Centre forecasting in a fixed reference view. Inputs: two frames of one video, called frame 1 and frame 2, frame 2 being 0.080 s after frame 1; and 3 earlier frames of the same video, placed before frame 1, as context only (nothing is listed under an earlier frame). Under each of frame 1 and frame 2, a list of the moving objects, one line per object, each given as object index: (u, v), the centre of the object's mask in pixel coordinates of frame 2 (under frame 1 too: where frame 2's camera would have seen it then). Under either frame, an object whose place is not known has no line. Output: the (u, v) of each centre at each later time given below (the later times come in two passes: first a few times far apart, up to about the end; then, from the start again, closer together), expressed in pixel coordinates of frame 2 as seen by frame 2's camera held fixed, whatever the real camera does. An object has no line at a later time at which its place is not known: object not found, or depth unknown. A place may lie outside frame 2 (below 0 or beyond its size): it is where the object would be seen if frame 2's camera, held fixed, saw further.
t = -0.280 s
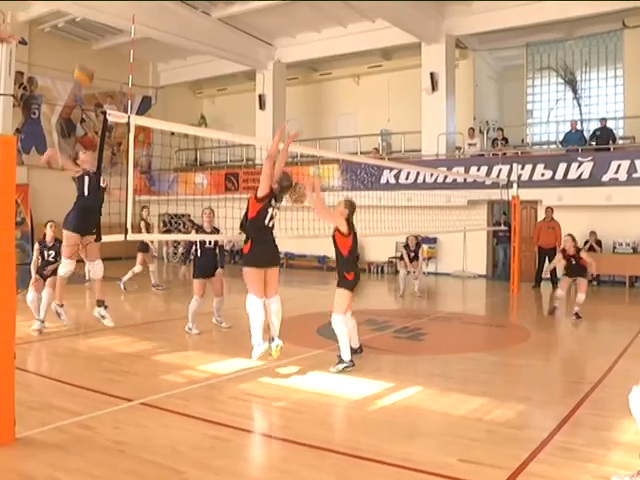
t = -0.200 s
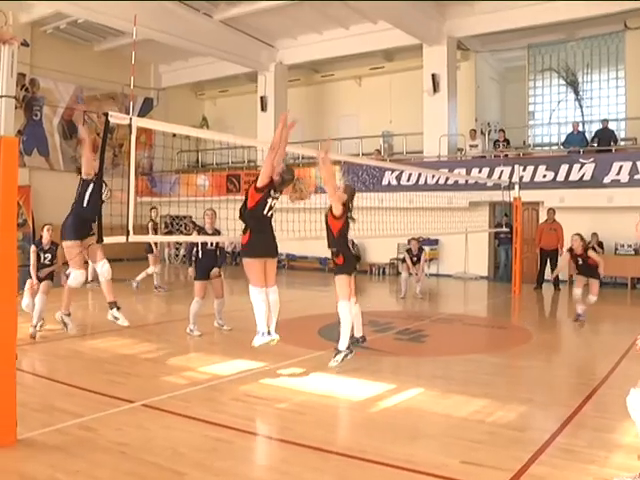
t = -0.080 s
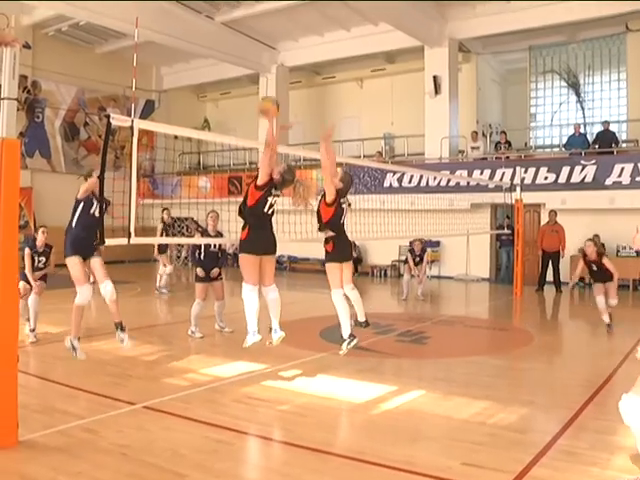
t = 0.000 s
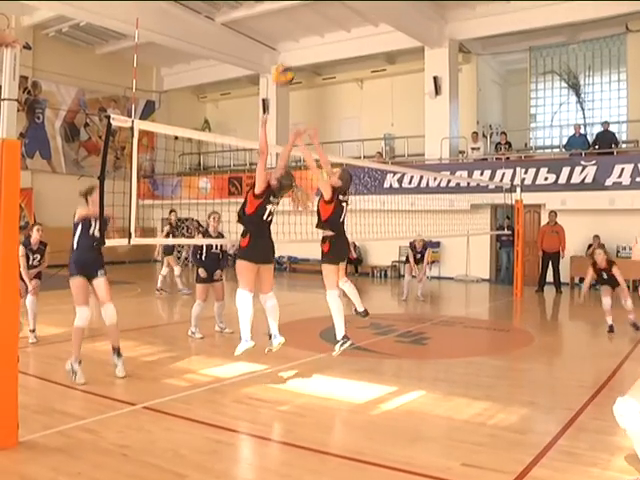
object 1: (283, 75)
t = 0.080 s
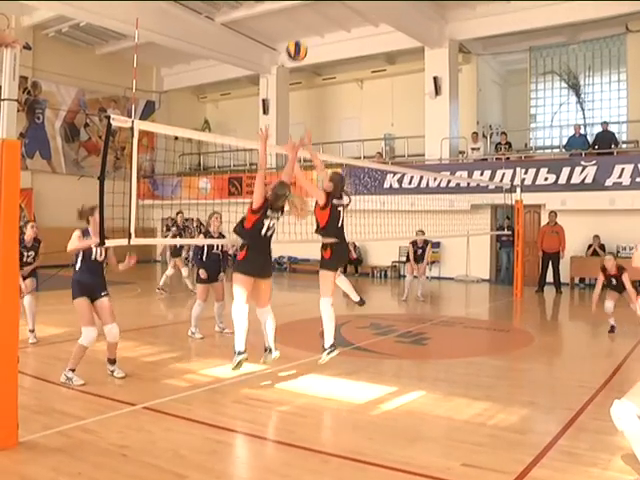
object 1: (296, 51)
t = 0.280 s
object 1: (326, 20)
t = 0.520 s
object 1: (358, 32)
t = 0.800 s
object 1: (388, 102)
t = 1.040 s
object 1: (405, 203)
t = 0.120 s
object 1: (302, 41)
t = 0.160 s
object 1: (308, 34)
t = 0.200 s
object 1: (314, 27)
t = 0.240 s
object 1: (321, 23)
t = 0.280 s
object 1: (326, 20)
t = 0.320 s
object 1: (331, 19)
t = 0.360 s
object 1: (336, 18)
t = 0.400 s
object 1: (342, 20)
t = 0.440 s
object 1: (347, 23)
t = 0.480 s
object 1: (353, 27)
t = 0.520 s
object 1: (358, 32)
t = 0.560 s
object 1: (363, 38)
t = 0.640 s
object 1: (371, 55)
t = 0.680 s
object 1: (376, 64)
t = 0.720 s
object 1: (380, 76)
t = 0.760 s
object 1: (384, 89)
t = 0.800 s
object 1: (388, 102)
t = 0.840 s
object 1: (391, 117)
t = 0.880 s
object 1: (393, 132)
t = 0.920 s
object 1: (396, 148)
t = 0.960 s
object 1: (400, 165)
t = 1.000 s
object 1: (403, 184)
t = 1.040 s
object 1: (405, 203)
